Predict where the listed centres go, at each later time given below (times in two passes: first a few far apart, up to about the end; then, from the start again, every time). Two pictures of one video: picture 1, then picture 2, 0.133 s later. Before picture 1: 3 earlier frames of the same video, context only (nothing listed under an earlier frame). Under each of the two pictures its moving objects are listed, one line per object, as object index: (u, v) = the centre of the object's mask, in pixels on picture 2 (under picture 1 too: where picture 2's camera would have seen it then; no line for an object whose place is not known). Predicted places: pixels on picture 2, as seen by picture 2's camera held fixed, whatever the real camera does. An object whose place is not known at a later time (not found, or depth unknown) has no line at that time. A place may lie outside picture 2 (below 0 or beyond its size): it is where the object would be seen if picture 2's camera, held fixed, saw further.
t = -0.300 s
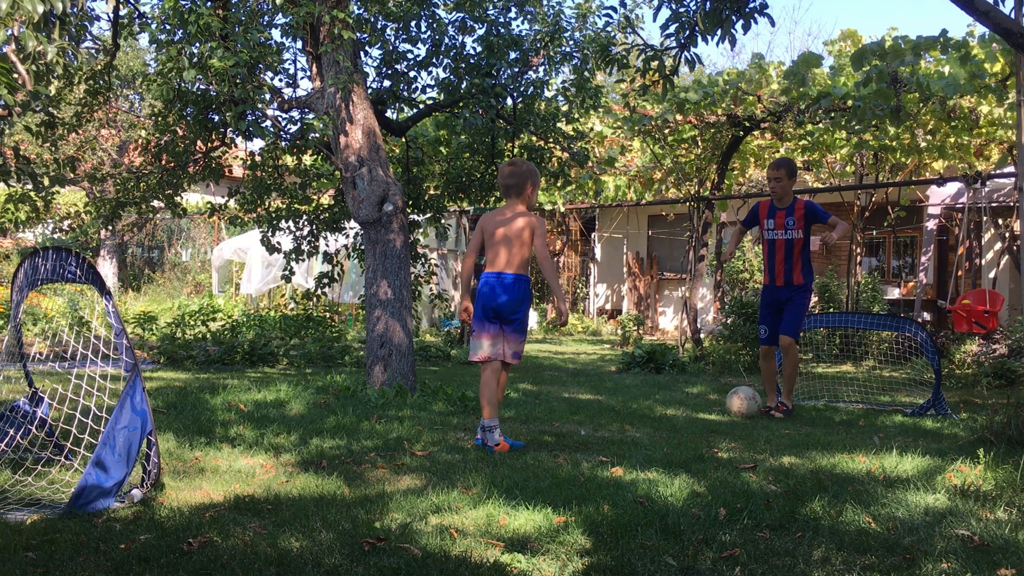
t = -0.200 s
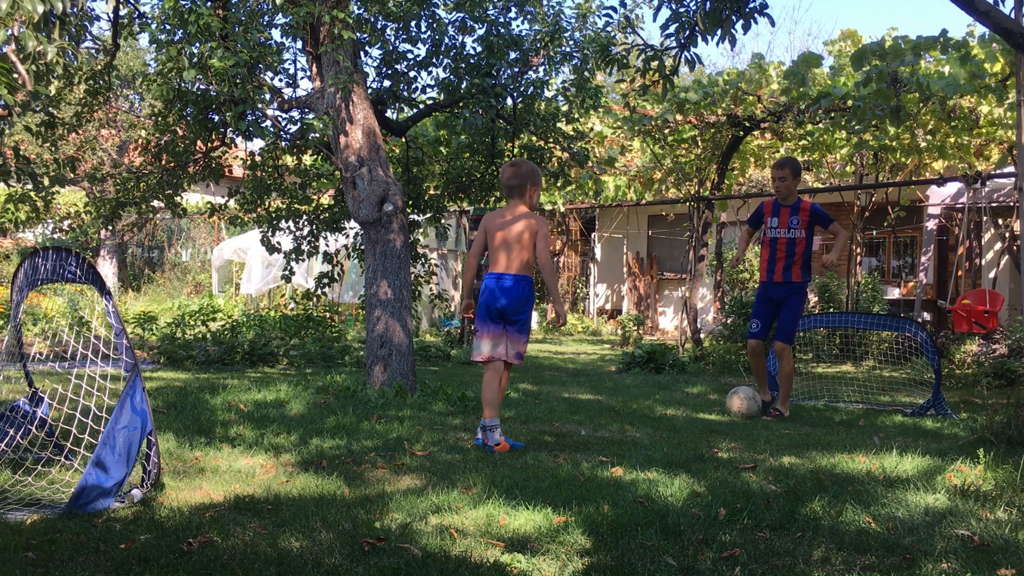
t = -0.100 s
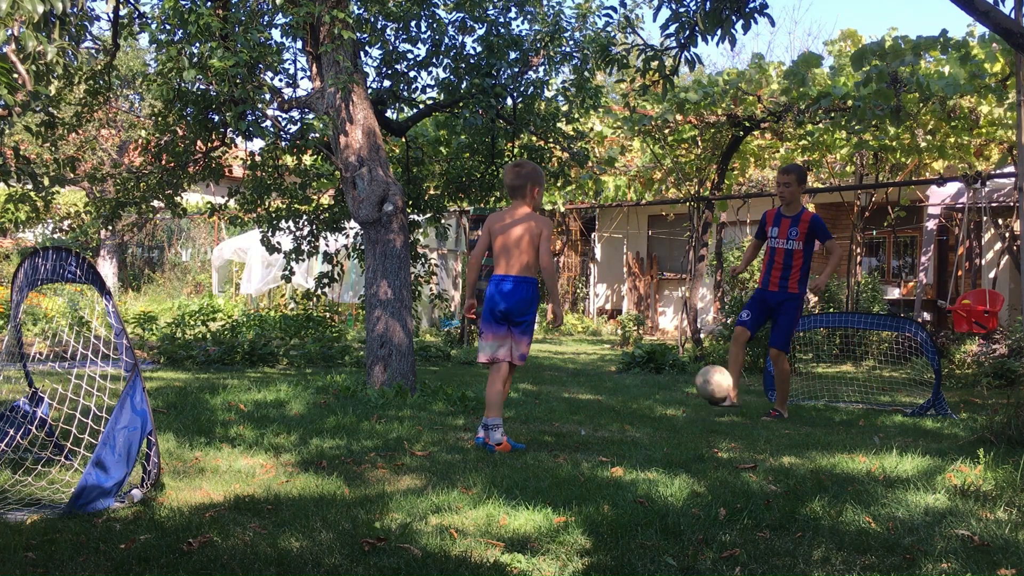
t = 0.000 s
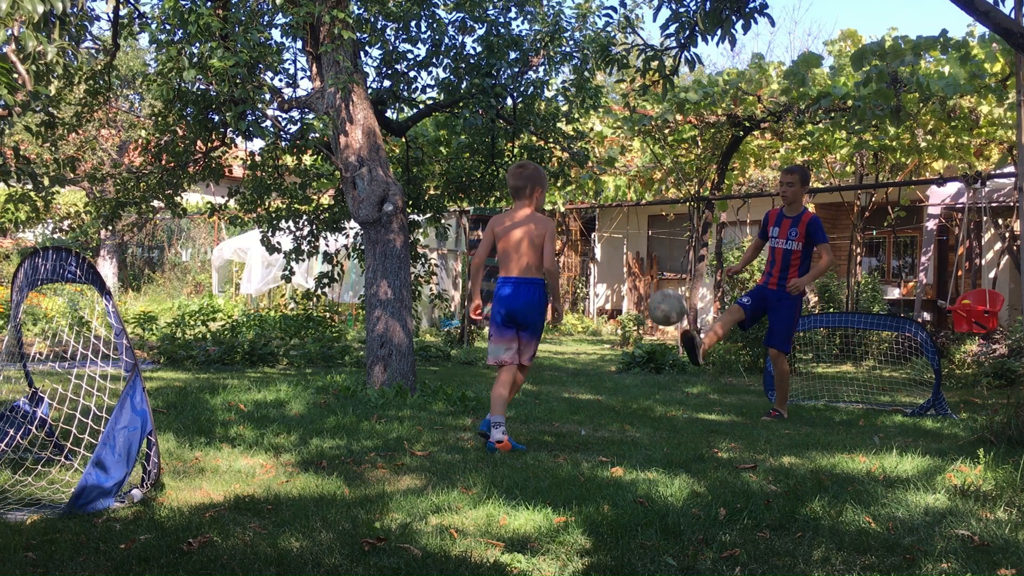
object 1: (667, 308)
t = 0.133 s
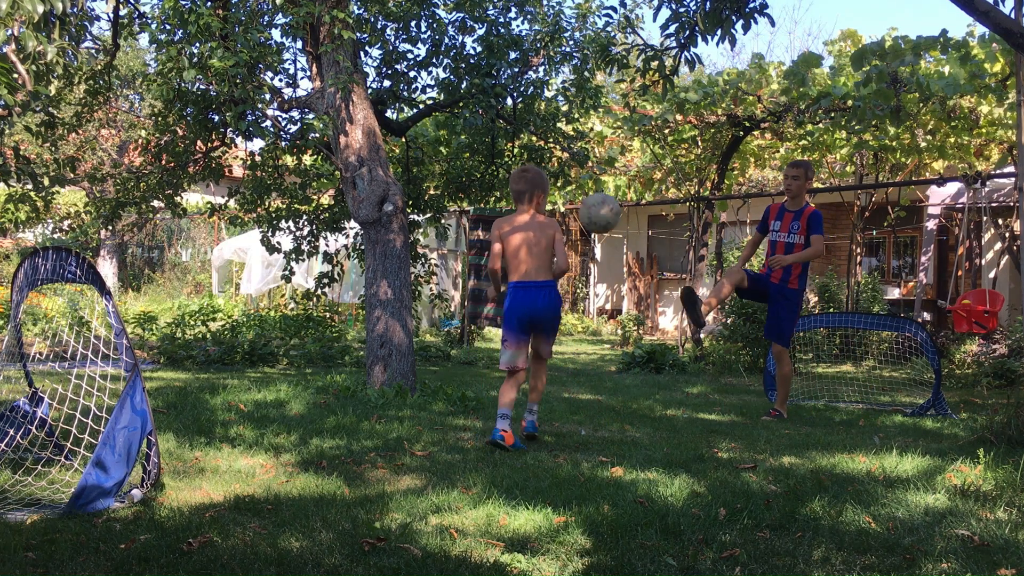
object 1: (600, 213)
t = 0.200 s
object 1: (562, 173)
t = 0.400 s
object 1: (425, 96)
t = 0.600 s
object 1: (242, 98)
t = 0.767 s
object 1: (37, 194)
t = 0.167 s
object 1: (582, 193)
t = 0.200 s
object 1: (562, 173)
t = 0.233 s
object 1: (542, 156)
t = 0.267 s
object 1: (519, 141)
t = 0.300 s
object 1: (497, 127)
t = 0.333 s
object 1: (474, 114)
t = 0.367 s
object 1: (450, 104)
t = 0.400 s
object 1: (425, 96)
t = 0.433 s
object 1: (397, 89)
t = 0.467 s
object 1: (370, 86)
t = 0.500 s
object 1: (340, 84)
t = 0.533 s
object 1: (309, 86)
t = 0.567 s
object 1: (276, 89)
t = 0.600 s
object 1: (242, 98)
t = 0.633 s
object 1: (205, 108)
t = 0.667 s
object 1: (168, 123)
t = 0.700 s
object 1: (127, 141)
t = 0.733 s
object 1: (83, 165)
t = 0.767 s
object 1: (37, 194)
